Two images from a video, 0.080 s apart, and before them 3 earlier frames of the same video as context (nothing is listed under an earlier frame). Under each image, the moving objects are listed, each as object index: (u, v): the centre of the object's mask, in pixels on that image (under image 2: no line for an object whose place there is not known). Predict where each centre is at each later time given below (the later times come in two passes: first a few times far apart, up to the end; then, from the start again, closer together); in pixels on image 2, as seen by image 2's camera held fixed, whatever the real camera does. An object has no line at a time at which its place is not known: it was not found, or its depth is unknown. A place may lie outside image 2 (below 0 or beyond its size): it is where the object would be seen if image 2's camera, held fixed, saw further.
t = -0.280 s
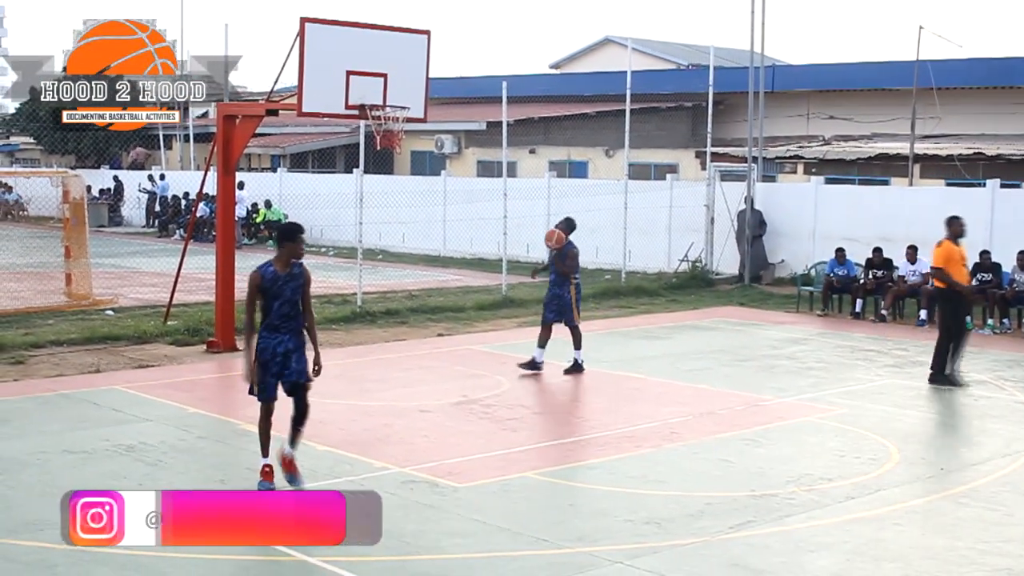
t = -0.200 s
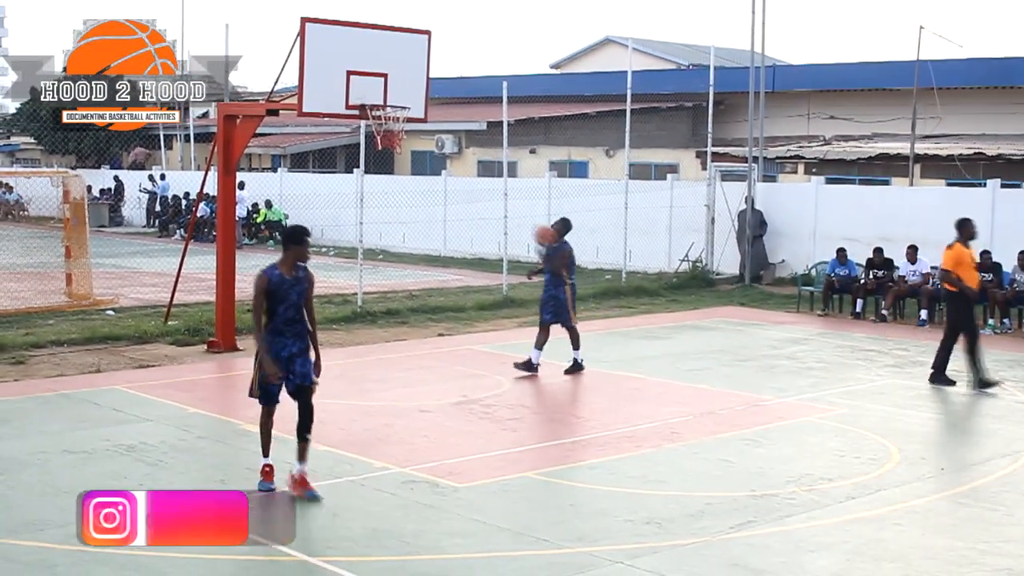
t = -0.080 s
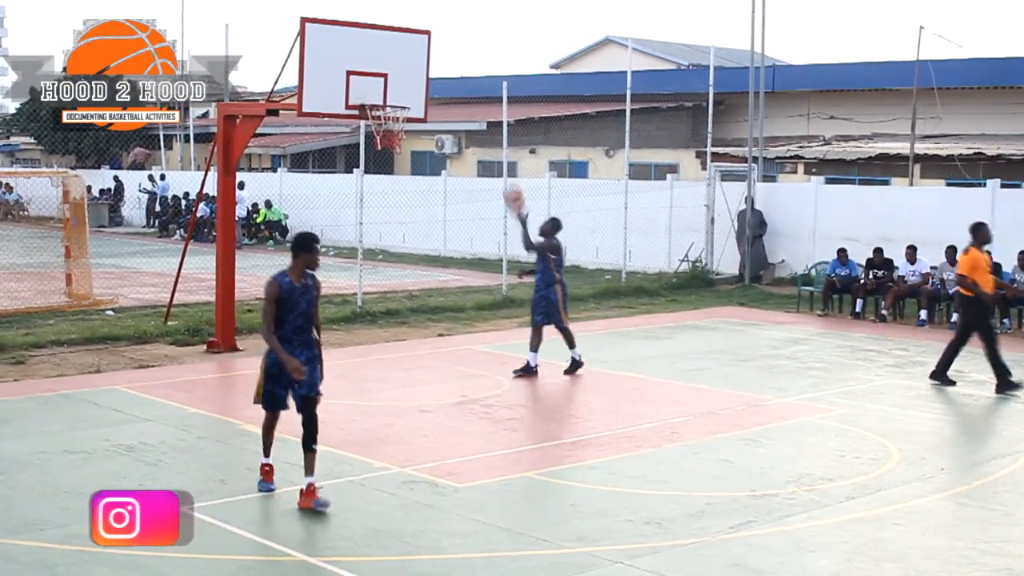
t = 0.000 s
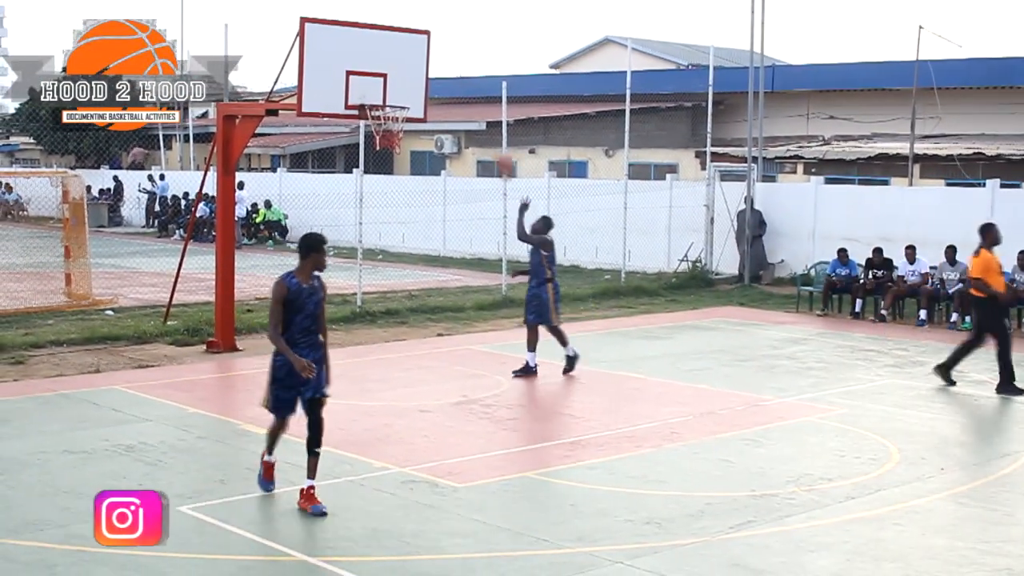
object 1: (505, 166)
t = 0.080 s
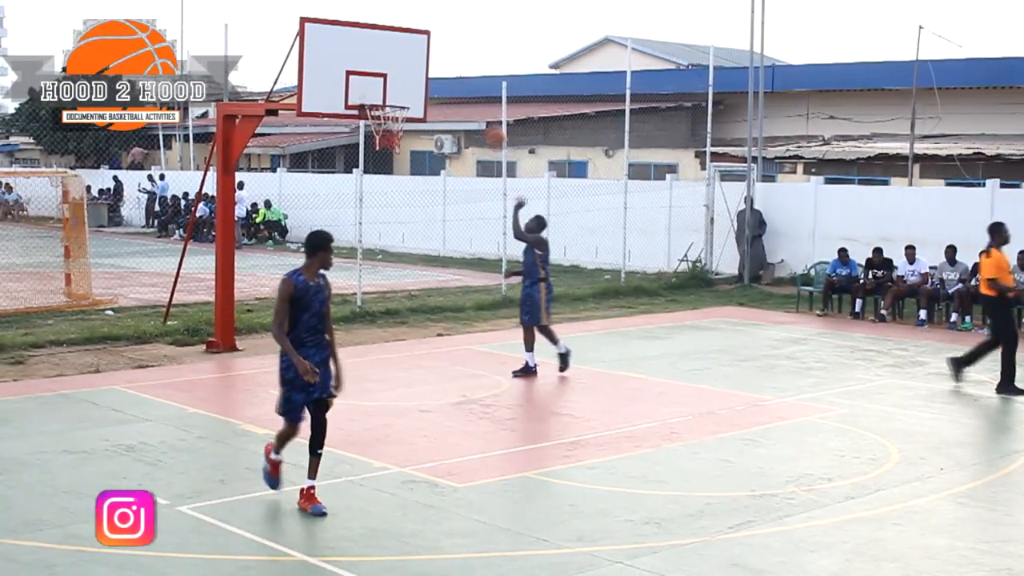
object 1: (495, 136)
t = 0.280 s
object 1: (473, 92)
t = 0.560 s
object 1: (445, 87)
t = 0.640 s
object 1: (437, 99)
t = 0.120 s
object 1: (491, 127)
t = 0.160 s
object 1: (488, 114)
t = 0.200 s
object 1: (483, 106)
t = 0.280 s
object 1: (473, 92)
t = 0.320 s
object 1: (469, 87)
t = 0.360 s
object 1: (464, 84)
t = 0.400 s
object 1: (460, 82)
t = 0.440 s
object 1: (456, 82)
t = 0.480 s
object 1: (452, 83)
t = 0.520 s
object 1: (449, 84)
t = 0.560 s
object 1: (445, 87)
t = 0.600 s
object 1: (441, 93)
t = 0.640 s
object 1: (437, 99)
